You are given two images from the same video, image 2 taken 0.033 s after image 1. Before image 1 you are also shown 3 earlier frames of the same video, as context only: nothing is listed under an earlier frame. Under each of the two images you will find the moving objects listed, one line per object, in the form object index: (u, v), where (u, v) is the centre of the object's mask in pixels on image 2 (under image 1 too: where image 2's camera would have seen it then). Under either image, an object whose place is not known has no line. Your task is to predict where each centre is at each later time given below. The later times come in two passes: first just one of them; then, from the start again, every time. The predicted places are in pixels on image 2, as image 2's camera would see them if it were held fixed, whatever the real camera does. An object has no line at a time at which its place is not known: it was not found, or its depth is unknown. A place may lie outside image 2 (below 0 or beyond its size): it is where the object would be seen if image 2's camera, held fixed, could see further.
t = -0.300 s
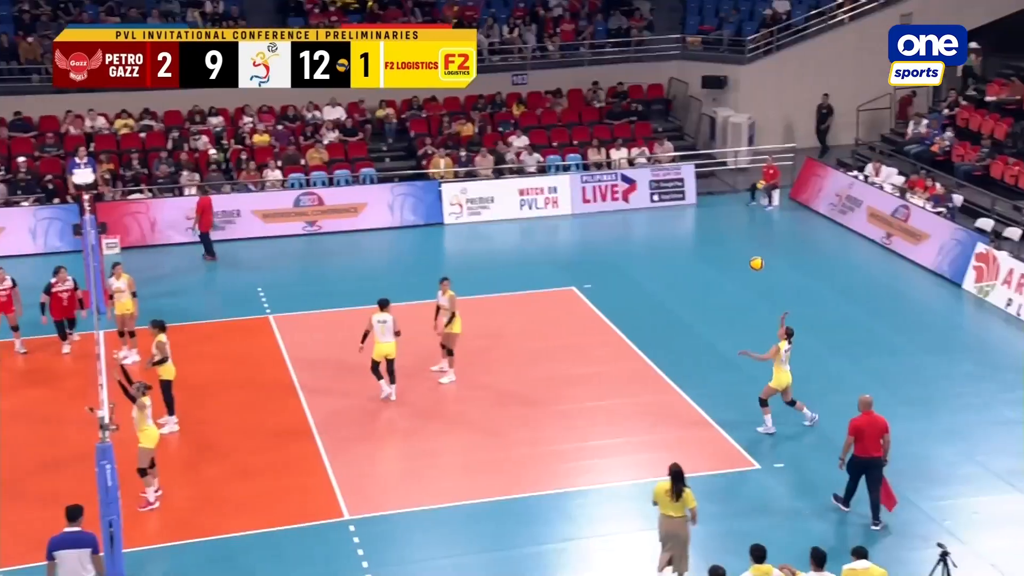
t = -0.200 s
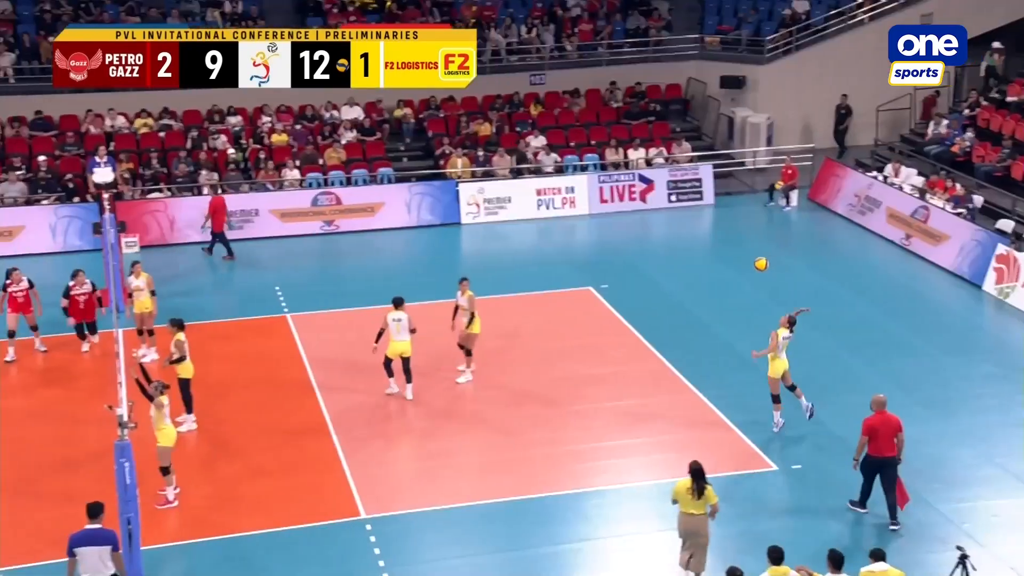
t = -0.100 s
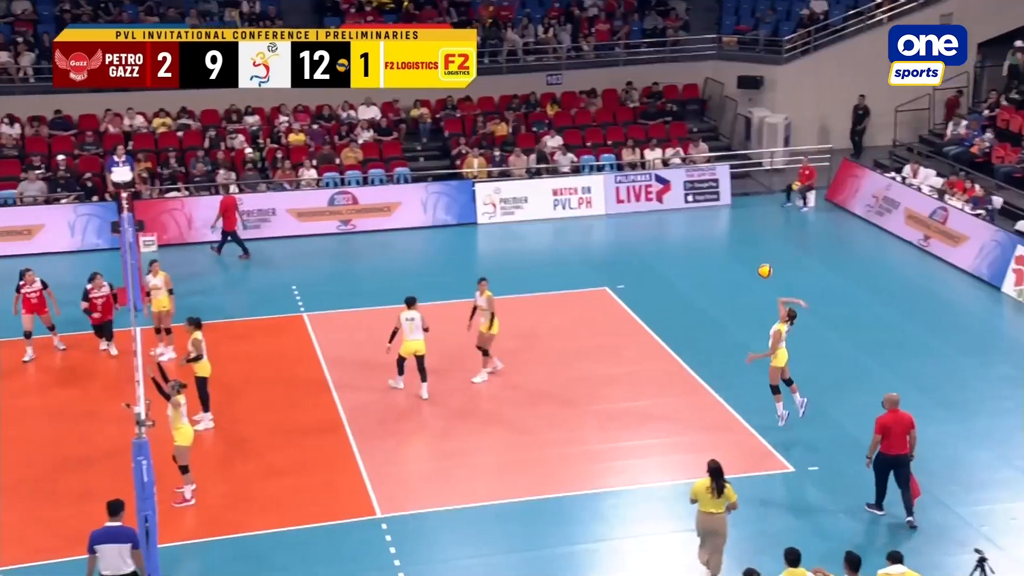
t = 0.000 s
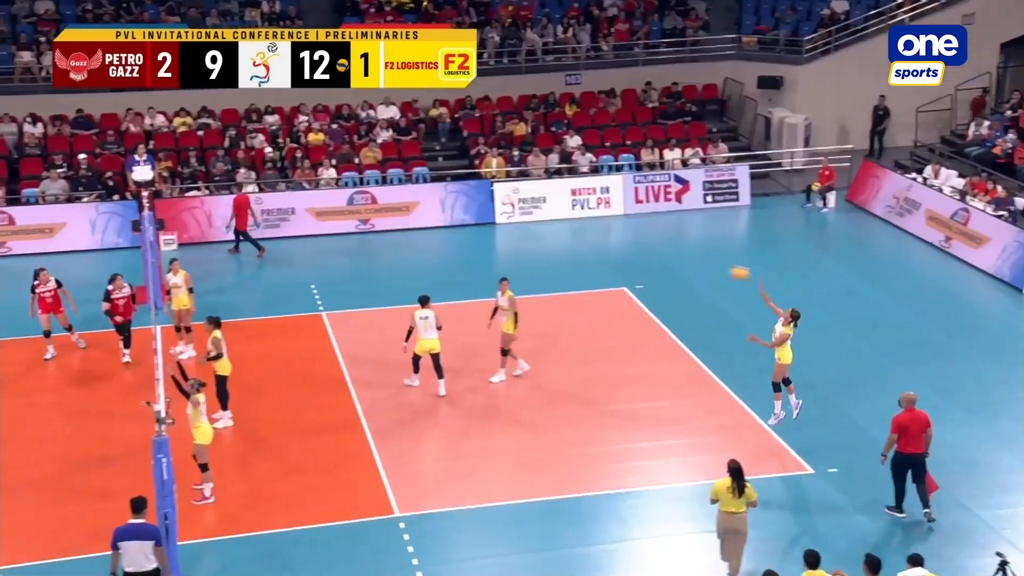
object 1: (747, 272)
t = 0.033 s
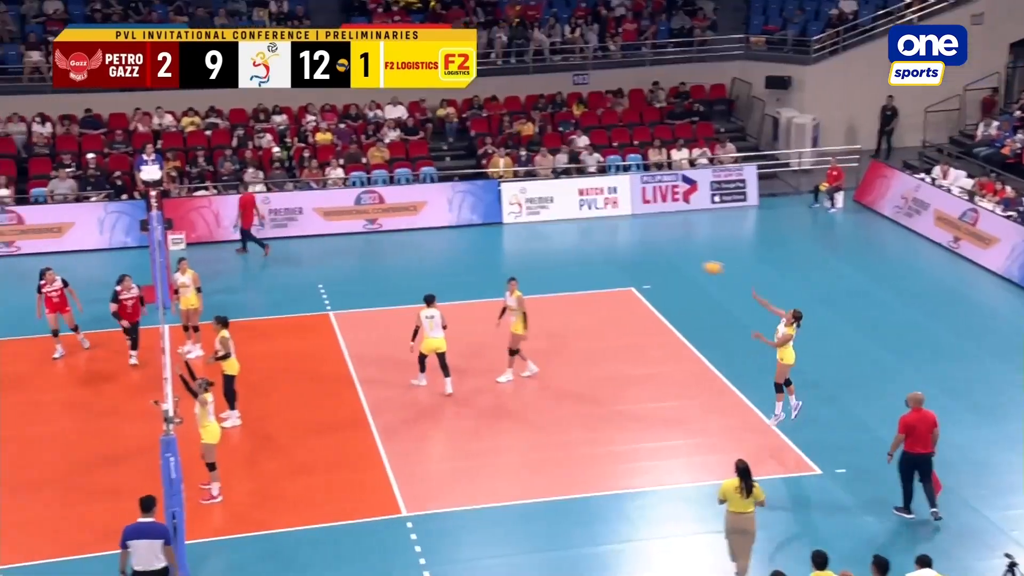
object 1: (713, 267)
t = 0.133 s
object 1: (611, 253)
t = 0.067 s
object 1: (679, 262)
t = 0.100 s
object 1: (645, 257)
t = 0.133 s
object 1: (611, 253)
